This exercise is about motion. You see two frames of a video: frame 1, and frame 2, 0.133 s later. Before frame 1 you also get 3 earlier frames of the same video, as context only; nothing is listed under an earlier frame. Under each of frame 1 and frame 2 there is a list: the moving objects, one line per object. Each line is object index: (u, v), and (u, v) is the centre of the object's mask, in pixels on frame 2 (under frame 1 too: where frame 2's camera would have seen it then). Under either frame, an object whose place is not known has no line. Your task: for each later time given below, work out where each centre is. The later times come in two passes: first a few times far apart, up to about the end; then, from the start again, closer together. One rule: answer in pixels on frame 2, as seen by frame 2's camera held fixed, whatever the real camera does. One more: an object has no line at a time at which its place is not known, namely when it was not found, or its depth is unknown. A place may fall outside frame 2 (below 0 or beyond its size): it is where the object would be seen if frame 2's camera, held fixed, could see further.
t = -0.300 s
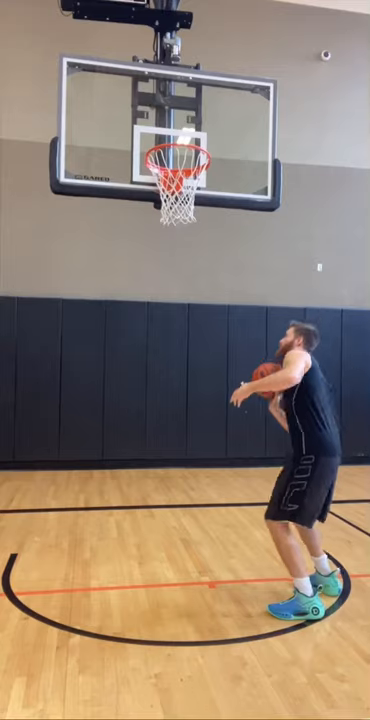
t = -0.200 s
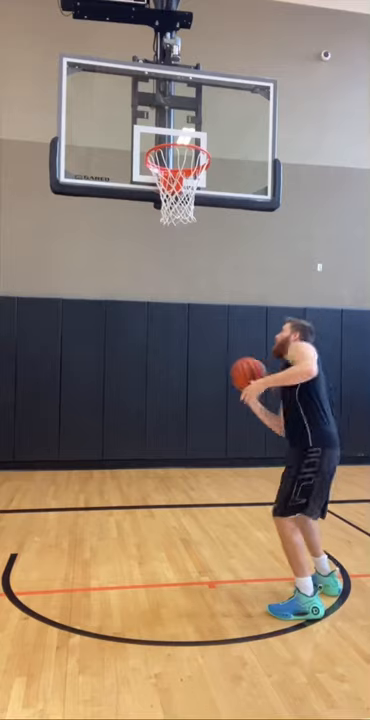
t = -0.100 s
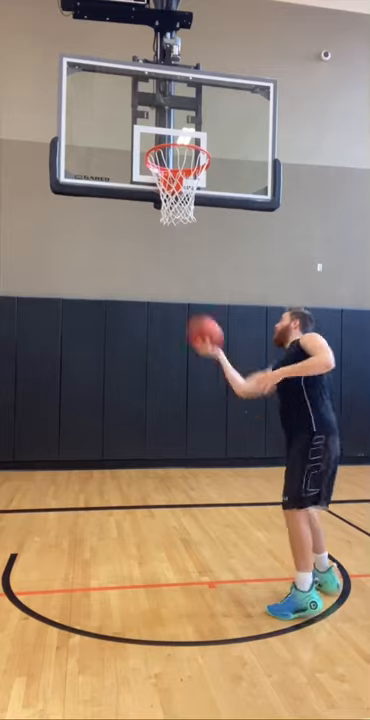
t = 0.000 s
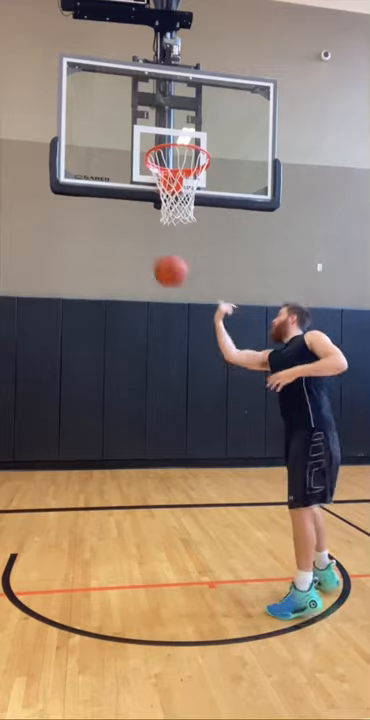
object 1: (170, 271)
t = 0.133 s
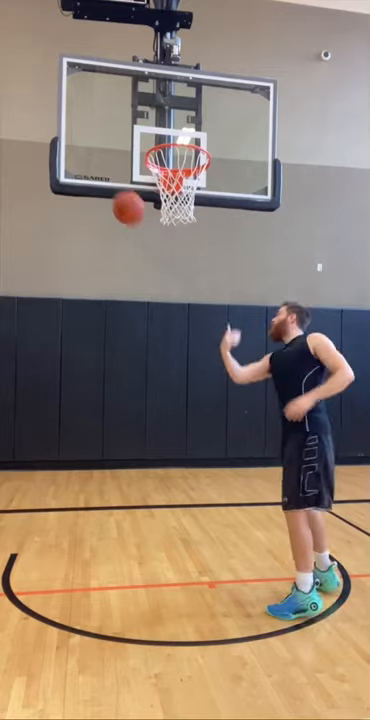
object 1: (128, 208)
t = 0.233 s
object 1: (99, 179)
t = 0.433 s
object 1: (93, 140)
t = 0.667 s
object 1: (104, 151)
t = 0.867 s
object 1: (114, 224)
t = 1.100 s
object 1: (125, 394)
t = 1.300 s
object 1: (136, 575)
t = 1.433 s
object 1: (153, 471)
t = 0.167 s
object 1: (119, 197)
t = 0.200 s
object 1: (110, 187)
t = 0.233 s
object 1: (99, 179)
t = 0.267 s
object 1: (90, 172)
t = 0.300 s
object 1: (87, 164)
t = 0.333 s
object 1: (88, 157)
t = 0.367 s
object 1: (89, 150)
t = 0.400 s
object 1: (91, 144)
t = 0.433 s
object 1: (93, 140)
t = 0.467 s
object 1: (94, 137)
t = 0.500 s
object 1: (96, 136)
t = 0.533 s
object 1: (97, 136)
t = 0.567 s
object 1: (99, 137)
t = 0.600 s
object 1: (100, 140)
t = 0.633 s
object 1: (102, 145)
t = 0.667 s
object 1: (104, 151)
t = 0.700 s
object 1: (105, 159)
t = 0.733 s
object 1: (107, 168)
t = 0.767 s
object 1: (110, 180)
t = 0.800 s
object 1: (111, 193)
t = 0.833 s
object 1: (112, 207)
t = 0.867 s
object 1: (114, 224)
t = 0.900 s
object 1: (115, 242)
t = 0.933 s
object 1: (117, 261)
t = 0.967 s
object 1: (119, 284)
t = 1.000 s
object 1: (121, 309)
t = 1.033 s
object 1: (122, 334)
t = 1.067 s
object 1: (124, 362)
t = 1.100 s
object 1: (125, 394)
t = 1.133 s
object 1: (127, 428)
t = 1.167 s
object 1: (129, 458)
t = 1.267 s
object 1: (133, 583)
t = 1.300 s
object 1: (136, 575)
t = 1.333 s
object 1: (140, 547)
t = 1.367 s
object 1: (145, 521)
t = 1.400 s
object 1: (149, 496)
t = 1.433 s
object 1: (153, 471)
